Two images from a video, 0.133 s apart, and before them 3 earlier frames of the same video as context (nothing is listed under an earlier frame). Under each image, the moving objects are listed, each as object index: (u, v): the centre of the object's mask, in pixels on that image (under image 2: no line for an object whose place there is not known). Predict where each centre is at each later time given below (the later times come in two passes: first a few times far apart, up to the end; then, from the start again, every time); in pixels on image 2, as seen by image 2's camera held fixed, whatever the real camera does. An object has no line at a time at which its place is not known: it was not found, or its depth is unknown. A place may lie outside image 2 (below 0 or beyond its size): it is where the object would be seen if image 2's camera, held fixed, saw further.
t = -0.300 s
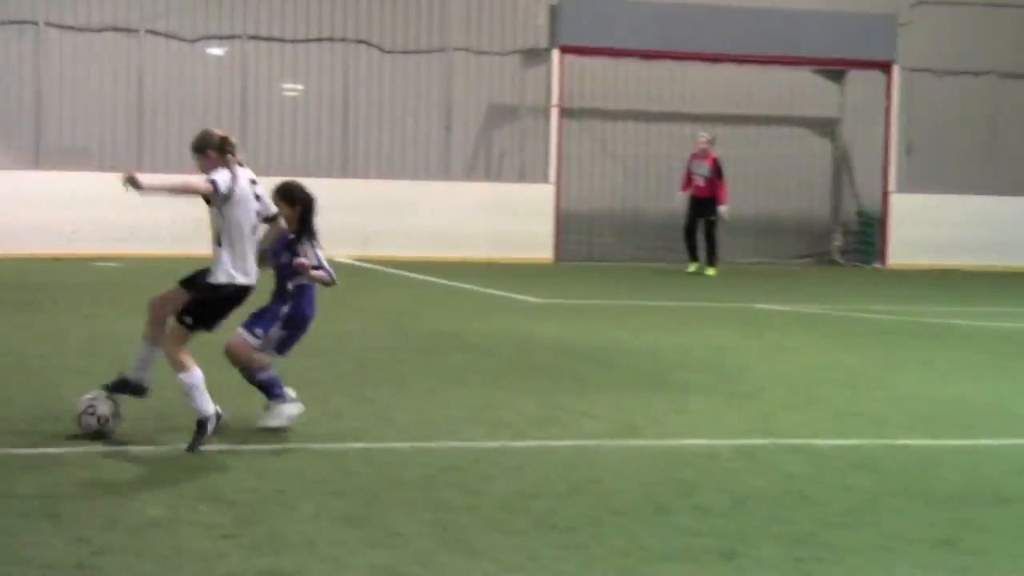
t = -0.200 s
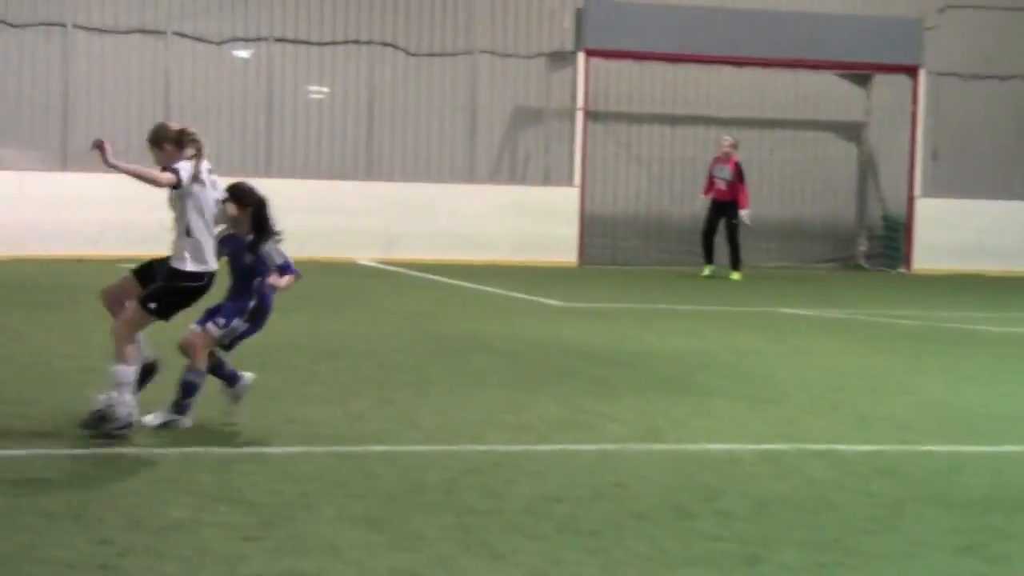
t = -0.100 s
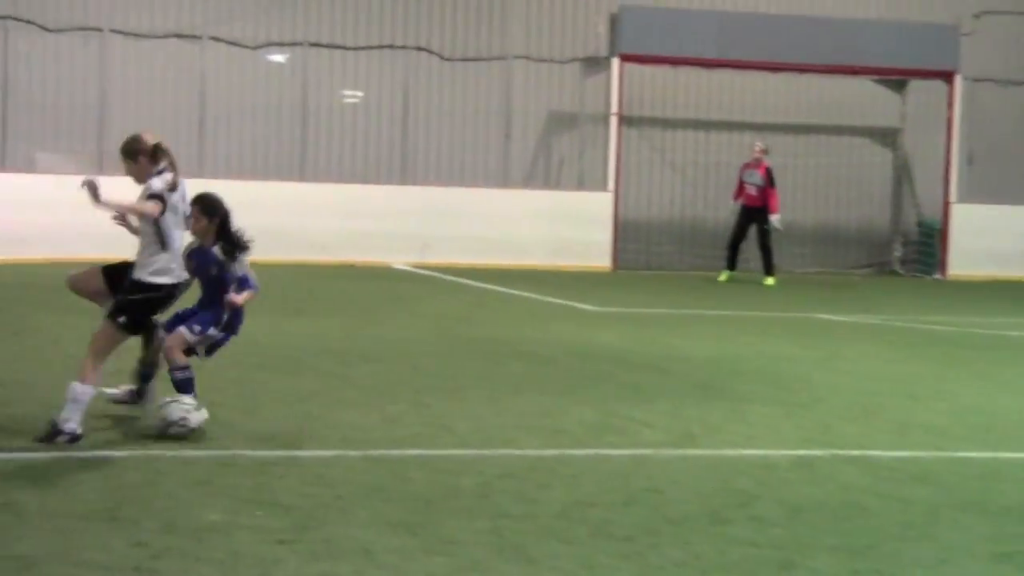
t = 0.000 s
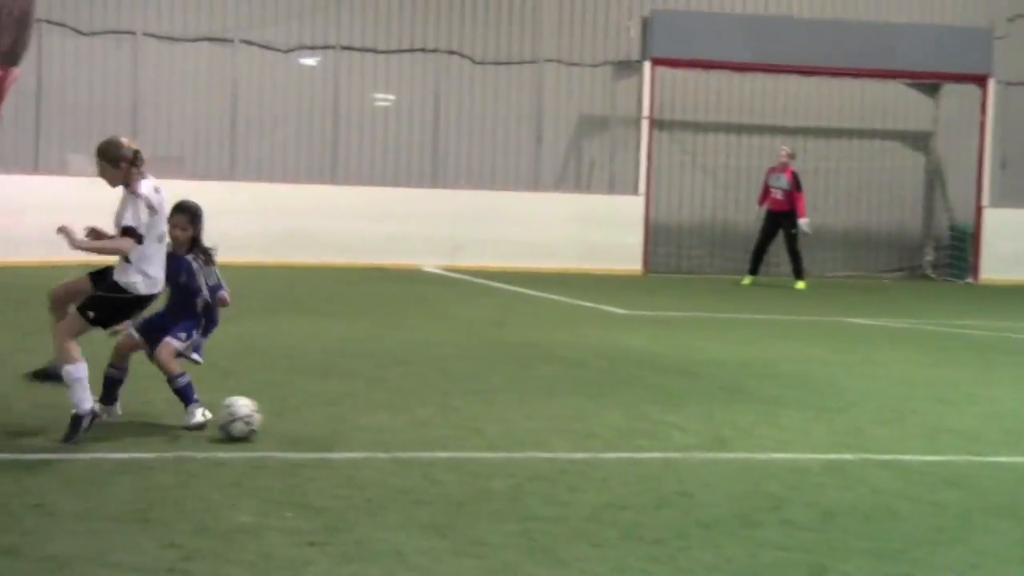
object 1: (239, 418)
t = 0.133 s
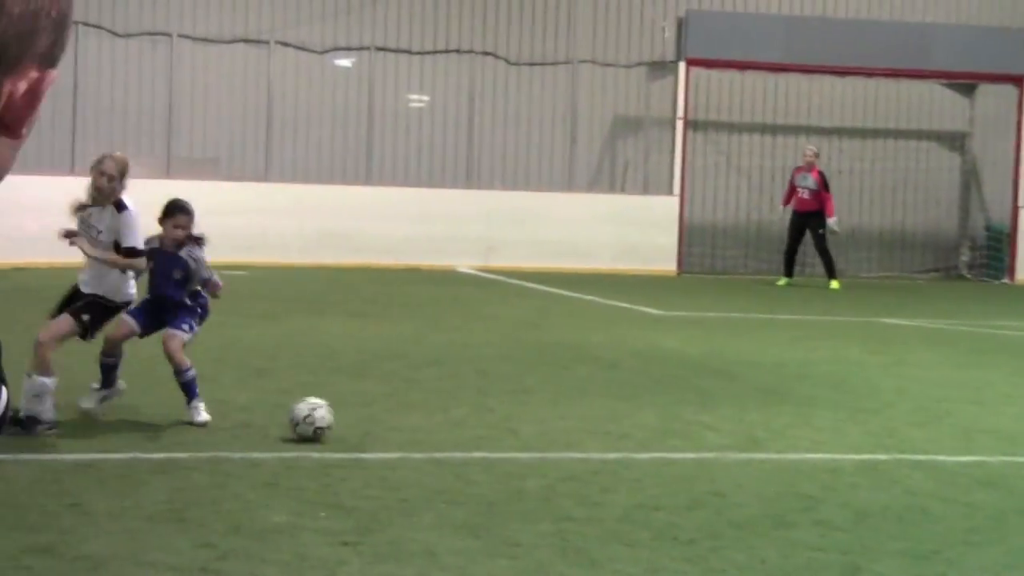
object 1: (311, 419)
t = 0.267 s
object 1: (347, 419)
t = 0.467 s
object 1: (396, 420)
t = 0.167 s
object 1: (320, 420)
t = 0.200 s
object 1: (329, 420)
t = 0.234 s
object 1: (338, 420)
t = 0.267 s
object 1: (347, 419)
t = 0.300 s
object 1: (357, 420)
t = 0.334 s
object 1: (365, 420)
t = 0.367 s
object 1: (372, 420)
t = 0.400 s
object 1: (381, 421)
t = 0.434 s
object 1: (389, 420)
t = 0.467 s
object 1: (396, 420)
